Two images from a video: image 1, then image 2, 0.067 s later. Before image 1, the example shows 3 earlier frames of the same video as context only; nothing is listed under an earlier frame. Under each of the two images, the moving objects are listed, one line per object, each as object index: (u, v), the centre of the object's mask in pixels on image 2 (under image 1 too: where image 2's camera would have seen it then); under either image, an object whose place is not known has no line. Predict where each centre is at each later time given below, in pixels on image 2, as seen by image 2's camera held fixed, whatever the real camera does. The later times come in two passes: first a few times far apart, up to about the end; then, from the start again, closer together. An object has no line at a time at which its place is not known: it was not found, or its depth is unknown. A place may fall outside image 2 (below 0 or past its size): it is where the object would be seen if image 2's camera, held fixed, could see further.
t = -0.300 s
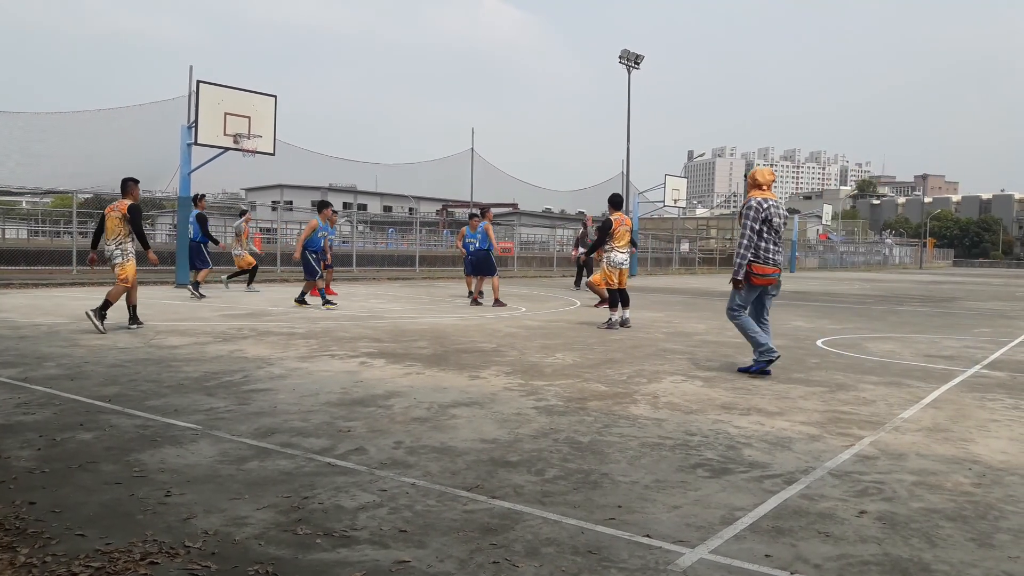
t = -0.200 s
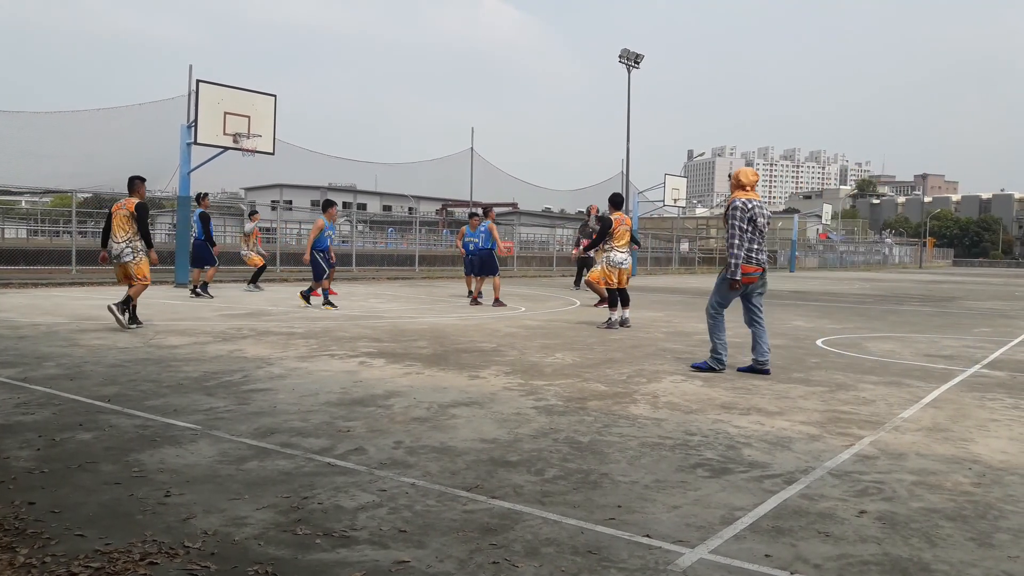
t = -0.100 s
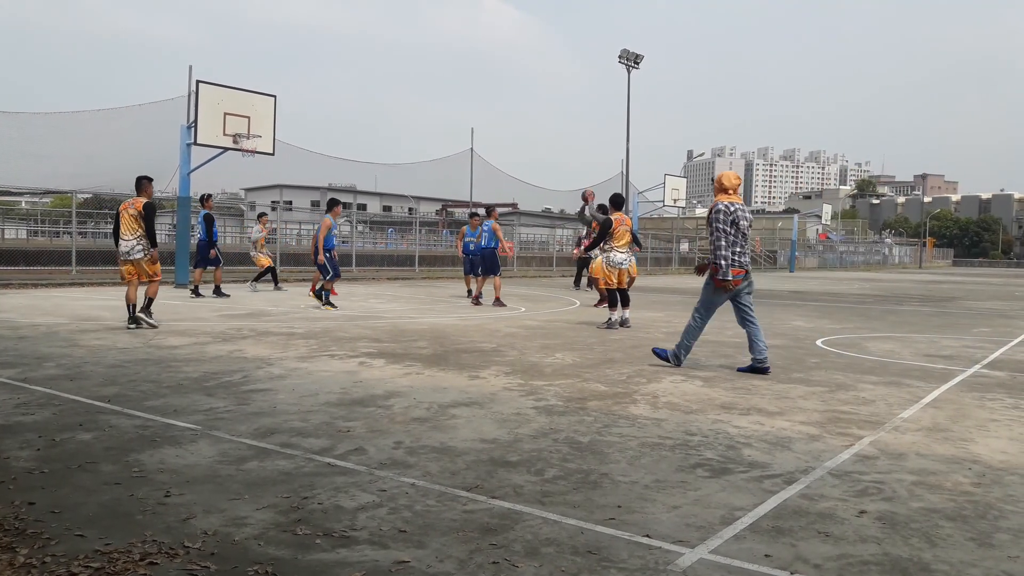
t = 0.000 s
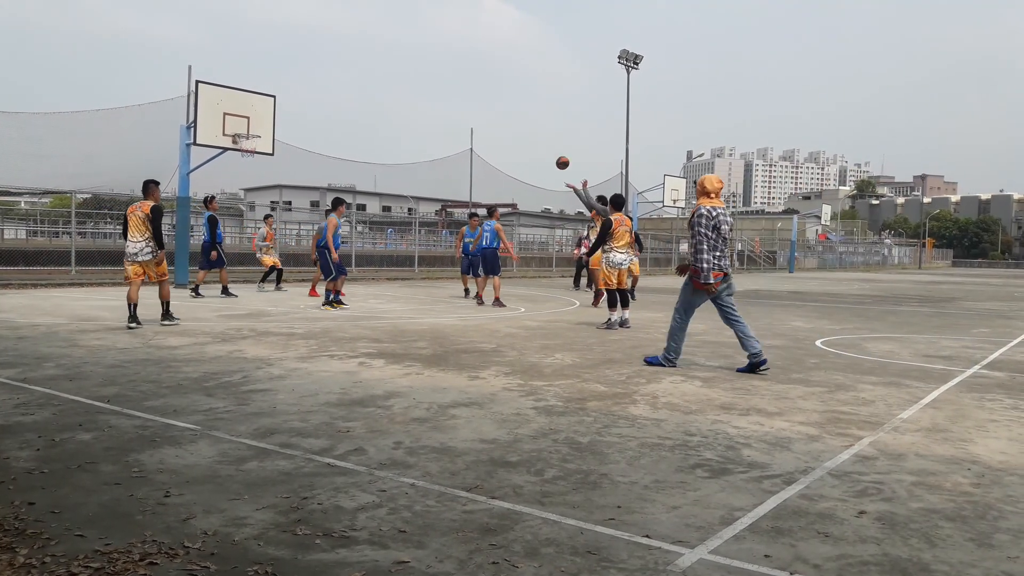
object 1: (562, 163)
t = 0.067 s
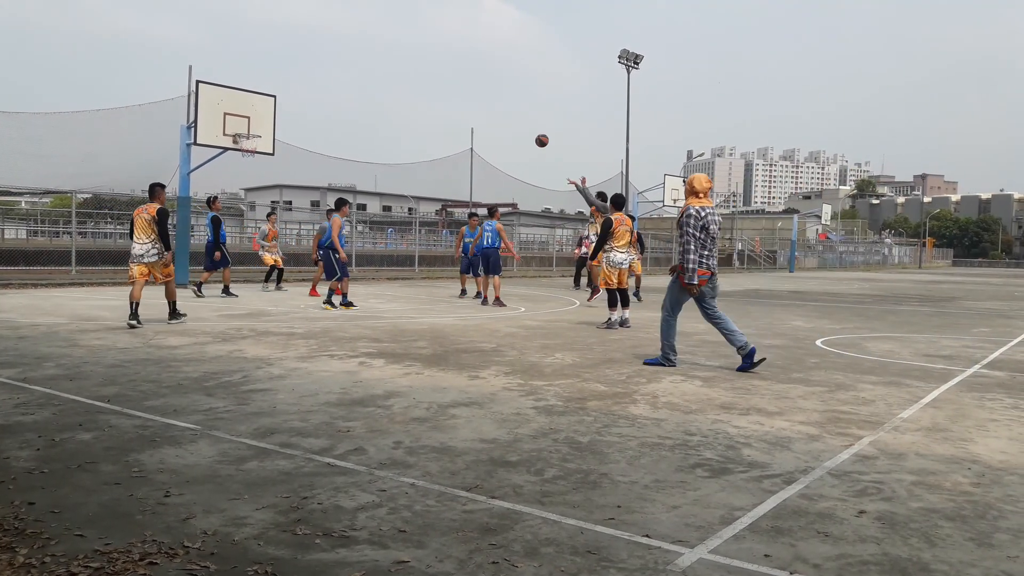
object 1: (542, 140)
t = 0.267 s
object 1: (480, 89)
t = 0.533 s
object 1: (399, 56)
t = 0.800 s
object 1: (322, 62)
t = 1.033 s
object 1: (259, 97)
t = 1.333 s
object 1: (221, 107)
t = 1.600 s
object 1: (204, 98)
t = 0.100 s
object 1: (531, 130)
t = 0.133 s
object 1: (521, 121)
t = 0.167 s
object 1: (511, 112)
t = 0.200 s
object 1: (500, 104)
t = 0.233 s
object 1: (490, 96)
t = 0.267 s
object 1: (480, 89)
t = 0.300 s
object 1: (469, 83)
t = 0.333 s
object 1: (459, 77)
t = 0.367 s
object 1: (449, 72)
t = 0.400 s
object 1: (439, 68)
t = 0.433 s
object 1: (429, 64)
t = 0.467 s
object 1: (419, 60)
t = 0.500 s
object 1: (409, 58)
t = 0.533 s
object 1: (399, 56)
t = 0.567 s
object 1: (389, 55)
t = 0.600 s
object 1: (379, 54)
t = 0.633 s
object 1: (370, 54)
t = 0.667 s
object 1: (360, 54)
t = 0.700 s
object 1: (350, 55)
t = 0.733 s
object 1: (341, 57)
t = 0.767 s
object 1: (332, 59)
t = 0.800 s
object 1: (322, 62)
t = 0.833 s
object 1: (313, 65)
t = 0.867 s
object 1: (304, 69)
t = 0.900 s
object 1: (294, 74)
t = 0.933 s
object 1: (286, 78)
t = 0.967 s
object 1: (276, 84)
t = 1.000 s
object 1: (267, 90)
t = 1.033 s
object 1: (259, 97)
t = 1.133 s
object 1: (231, 120)
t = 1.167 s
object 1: (231, 126)
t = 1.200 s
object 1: (231, 126)
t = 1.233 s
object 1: (229, 120)
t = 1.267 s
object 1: (227, 116)
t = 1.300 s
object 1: (225, 112)
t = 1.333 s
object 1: (221, 107)
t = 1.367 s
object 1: (219, 104)
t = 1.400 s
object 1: (218, 102)
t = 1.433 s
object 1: (215, 99)
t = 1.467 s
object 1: (213, 98)
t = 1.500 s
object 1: (211, 97)
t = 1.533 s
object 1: (208, 97)
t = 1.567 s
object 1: (206, 97)
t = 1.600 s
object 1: (204, 98)
